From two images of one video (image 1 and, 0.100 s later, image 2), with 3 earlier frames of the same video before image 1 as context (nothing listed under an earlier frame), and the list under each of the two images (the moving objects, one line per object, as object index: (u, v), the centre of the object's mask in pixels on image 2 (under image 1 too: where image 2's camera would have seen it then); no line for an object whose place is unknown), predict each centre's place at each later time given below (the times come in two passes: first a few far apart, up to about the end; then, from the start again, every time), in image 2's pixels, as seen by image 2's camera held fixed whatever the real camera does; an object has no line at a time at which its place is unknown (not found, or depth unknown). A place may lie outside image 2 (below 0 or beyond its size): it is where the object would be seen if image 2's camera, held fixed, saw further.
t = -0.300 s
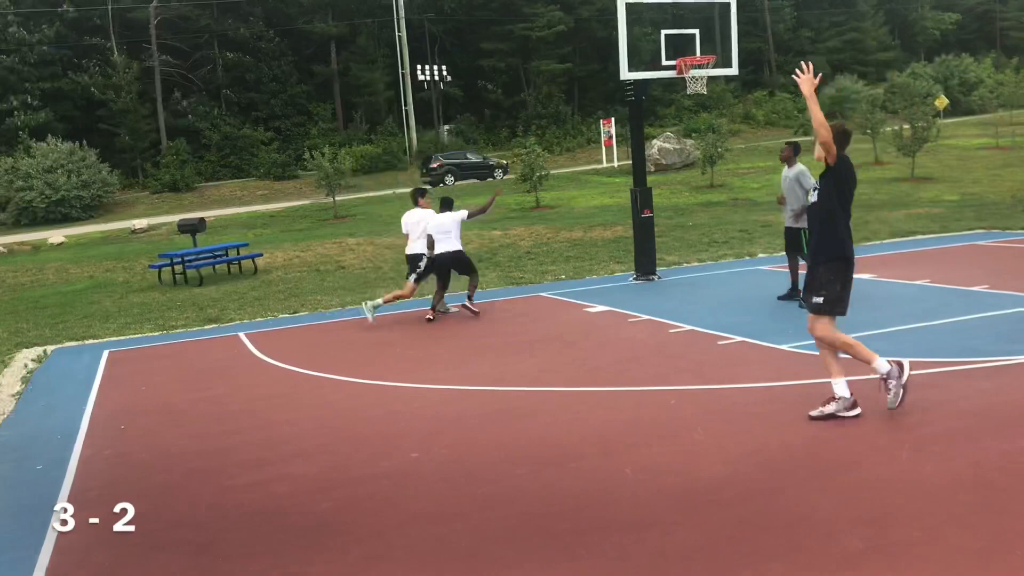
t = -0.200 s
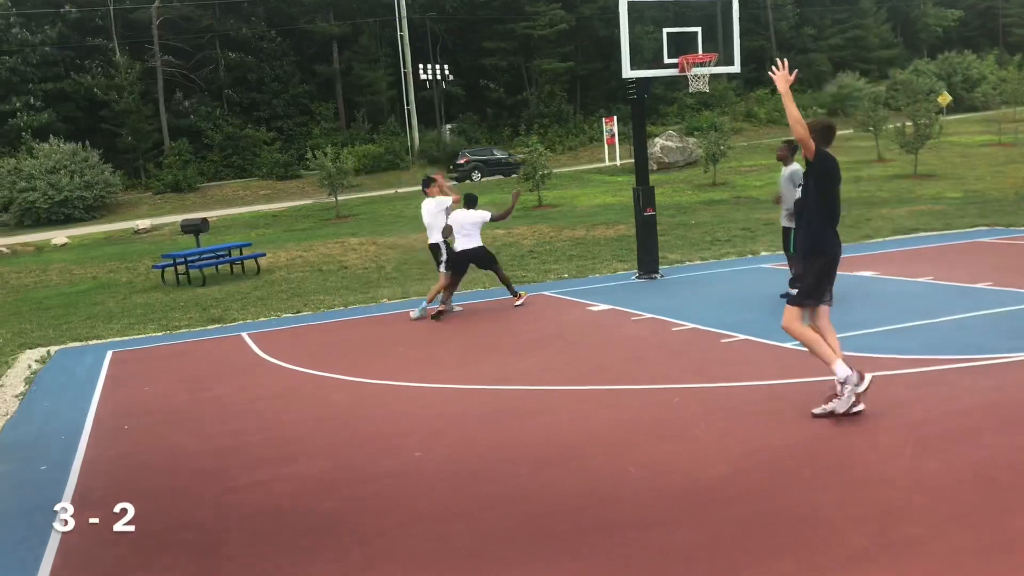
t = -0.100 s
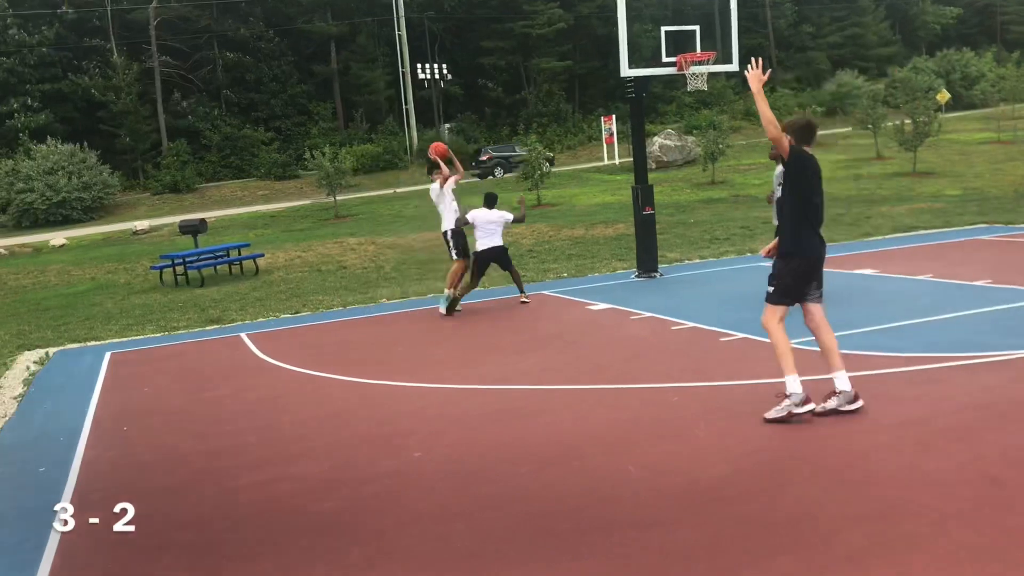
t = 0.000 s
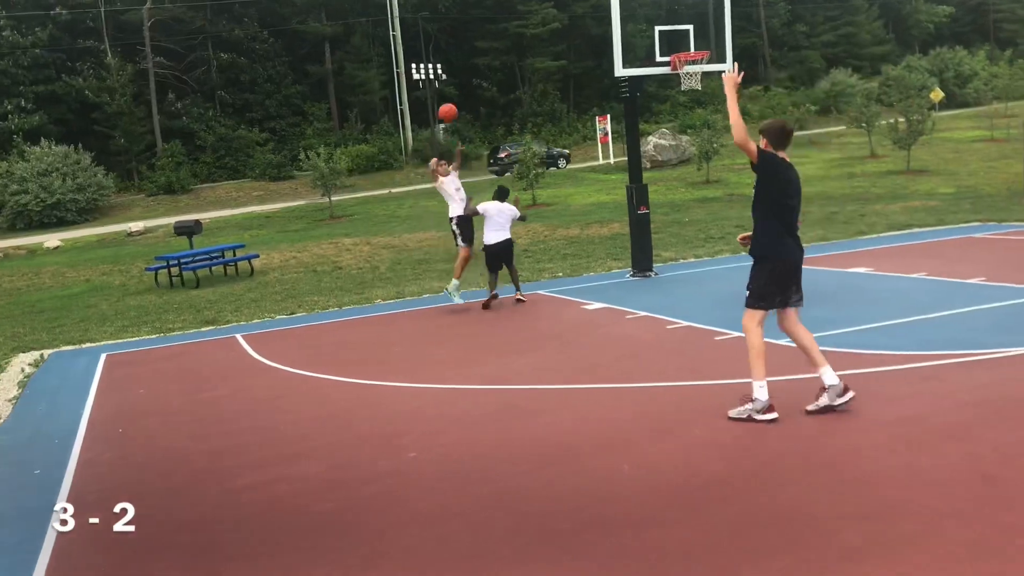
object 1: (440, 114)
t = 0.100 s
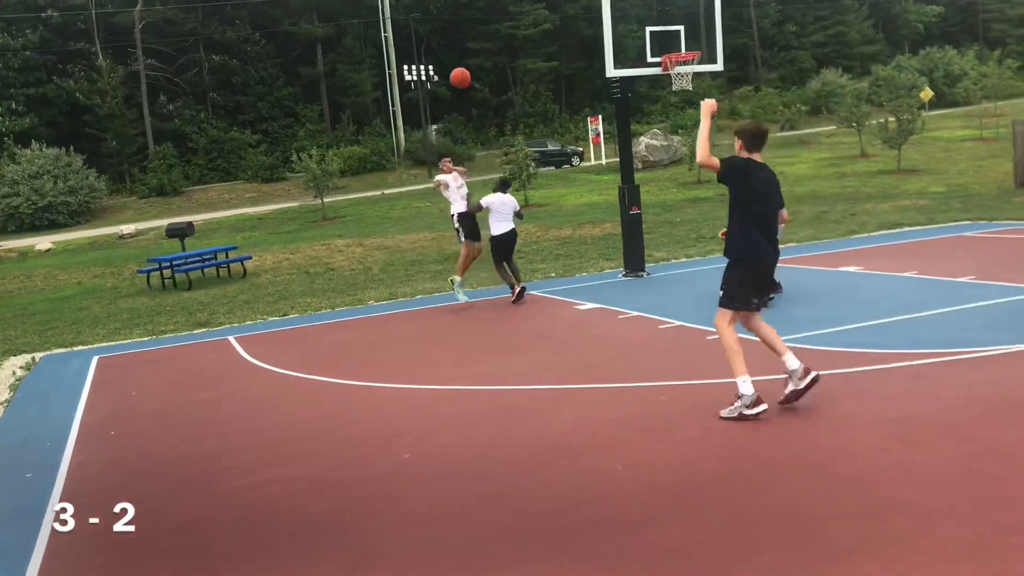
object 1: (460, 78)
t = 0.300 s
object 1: (510, 20)
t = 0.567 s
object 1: (604, -10)
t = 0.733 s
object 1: (687, 13)
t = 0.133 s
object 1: (468, 67)
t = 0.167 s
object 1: (475, 56)
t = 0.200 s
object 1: (483, 46)
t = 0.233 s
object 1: (492, 37)
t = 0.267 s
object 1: (501, 28)
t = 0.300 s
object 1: (510, 20)
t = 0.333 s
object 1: (520, 13)
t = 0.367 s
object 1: (530, 6)
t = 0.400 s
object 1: (541, 0)
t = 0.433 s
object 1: (553, -2)
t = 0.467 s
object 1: (564, -5)
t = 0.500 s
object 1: (576, -8)
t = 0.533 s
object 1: (590, -9)
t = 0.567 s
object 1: (604, -10)
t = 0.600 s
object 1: (619, -10)
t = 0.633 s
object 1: (634, -7)
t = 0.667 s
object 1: (650, -3)
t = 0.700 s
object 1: (668, 4)
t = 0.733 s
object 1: (687, 13)
